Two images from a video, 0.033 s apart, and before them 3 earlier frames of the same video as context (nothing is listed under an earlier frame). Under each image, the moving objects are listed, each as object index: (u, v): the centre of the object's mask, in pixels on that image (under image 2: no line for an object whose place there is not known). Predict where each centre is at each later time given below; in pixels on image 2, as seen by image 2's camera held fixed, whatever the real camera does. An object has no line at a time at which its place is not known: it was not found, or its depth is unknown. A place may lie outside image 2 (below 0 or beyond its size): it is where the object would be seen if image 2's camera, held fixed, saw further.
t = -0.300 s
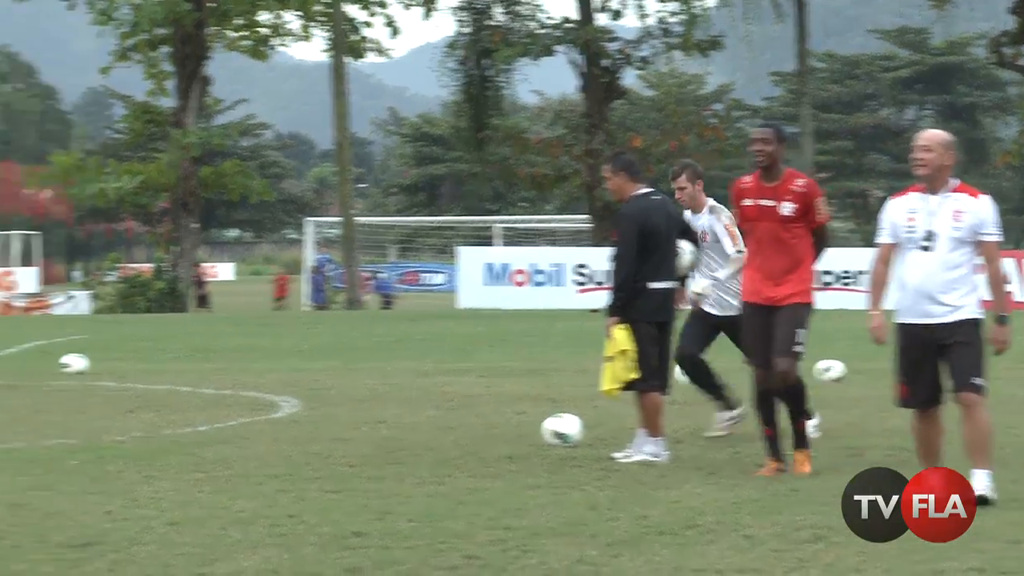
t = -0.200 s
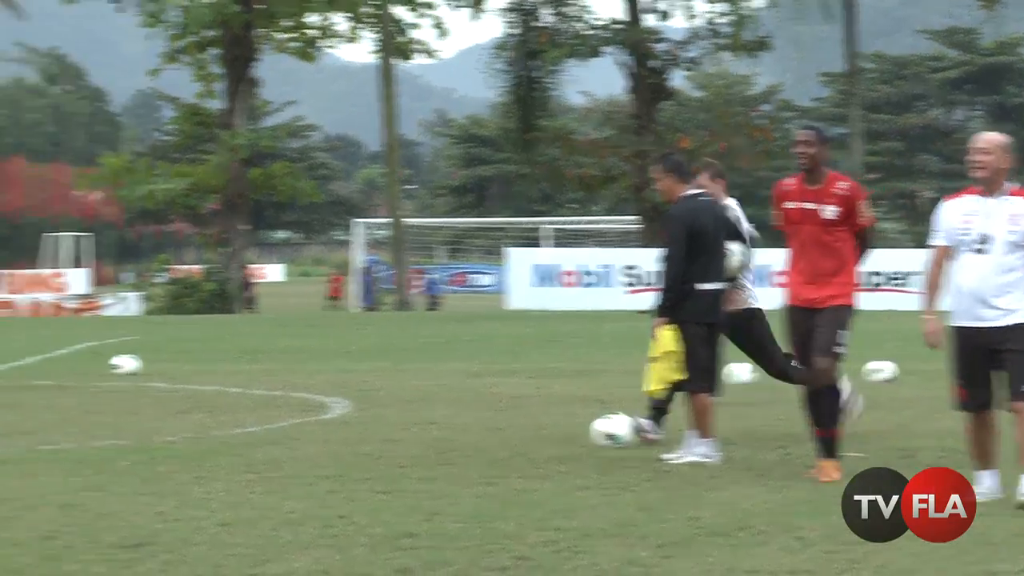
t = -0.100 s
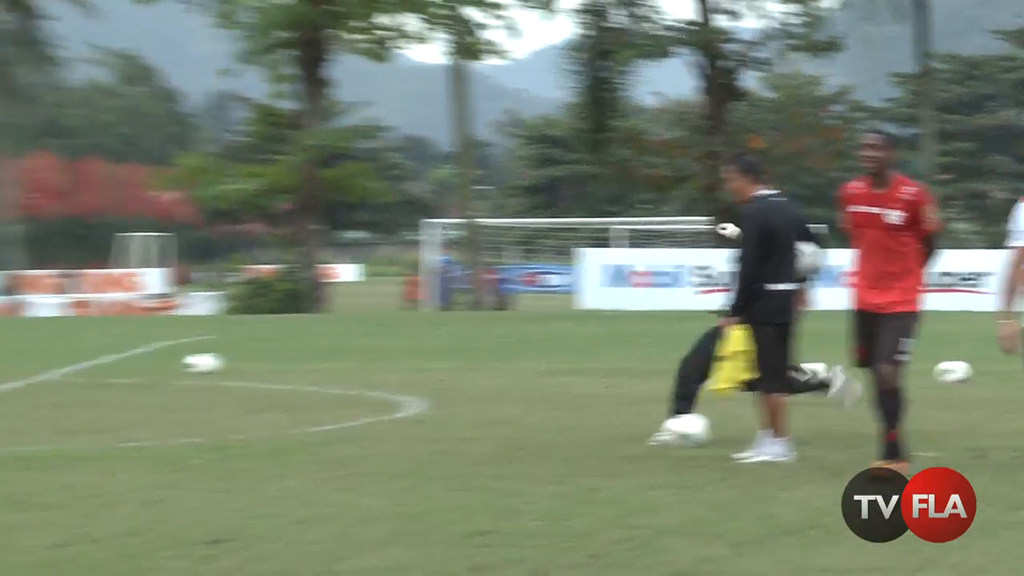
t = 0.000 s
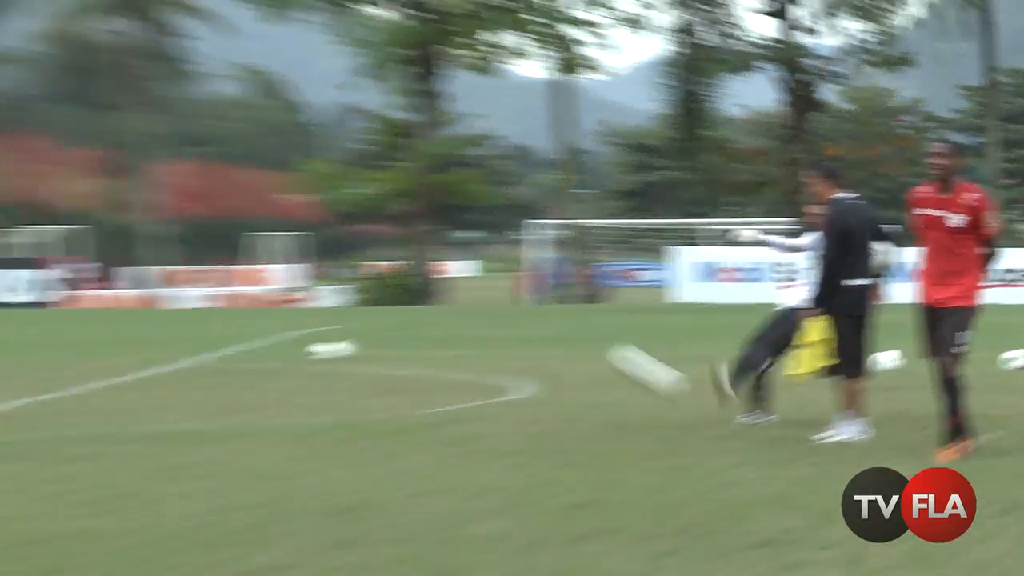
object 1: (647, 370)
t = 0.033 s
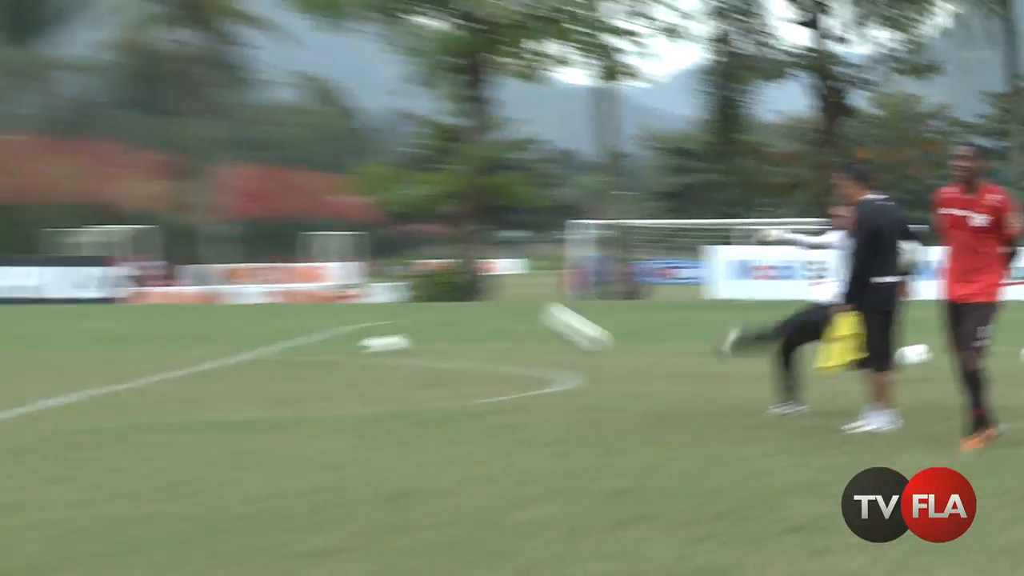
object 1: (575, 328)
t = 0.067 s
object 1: (470, 291)
